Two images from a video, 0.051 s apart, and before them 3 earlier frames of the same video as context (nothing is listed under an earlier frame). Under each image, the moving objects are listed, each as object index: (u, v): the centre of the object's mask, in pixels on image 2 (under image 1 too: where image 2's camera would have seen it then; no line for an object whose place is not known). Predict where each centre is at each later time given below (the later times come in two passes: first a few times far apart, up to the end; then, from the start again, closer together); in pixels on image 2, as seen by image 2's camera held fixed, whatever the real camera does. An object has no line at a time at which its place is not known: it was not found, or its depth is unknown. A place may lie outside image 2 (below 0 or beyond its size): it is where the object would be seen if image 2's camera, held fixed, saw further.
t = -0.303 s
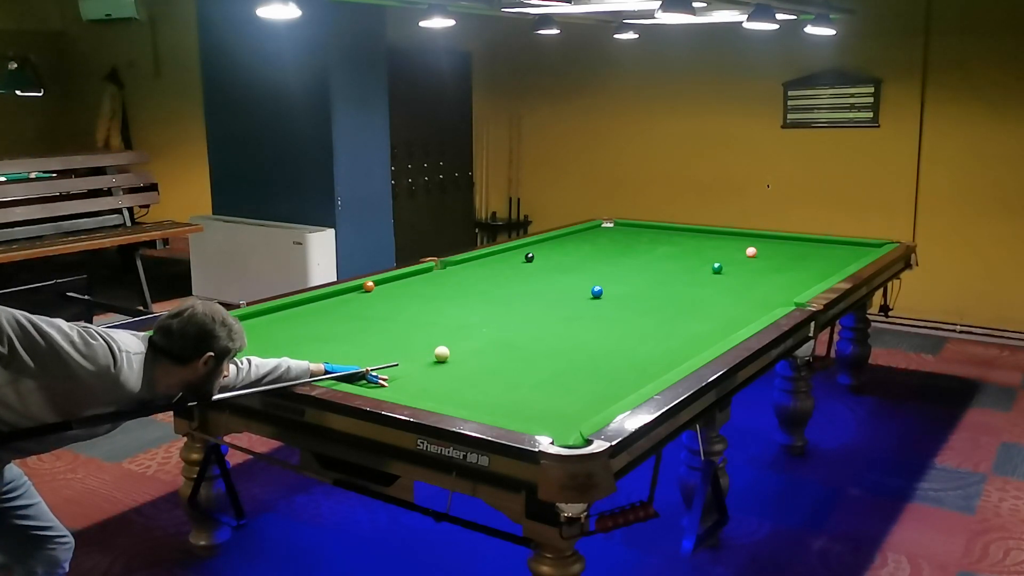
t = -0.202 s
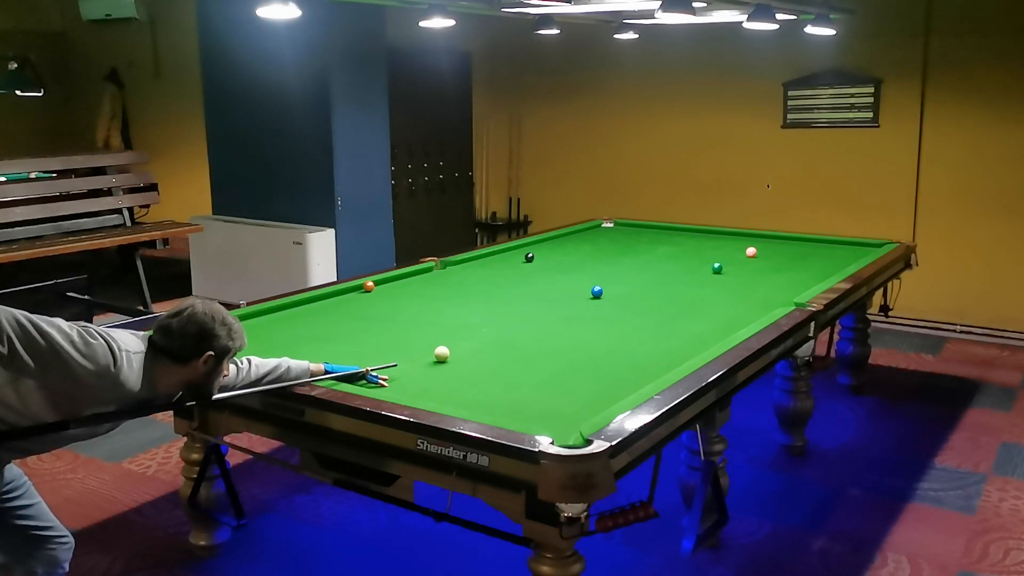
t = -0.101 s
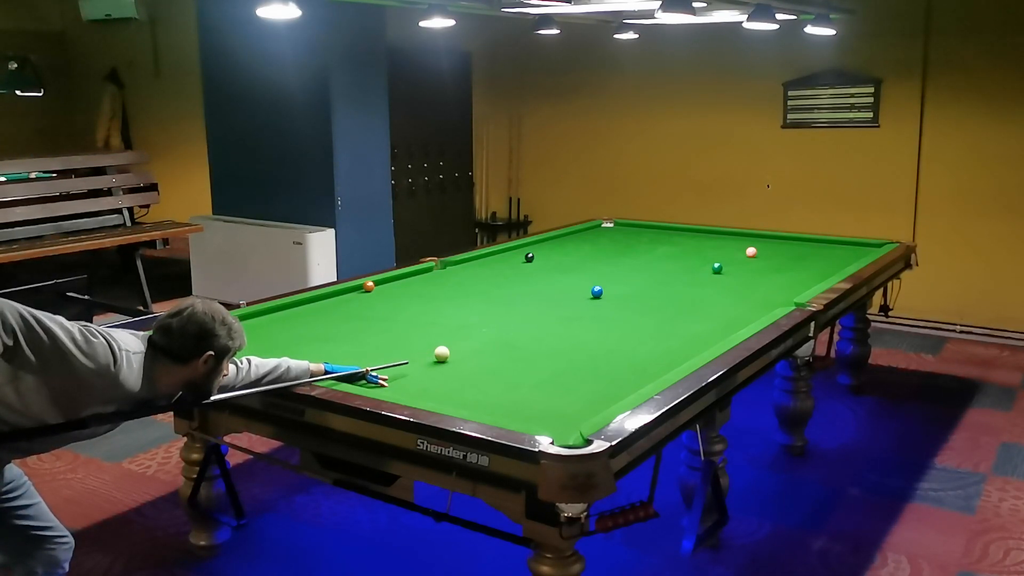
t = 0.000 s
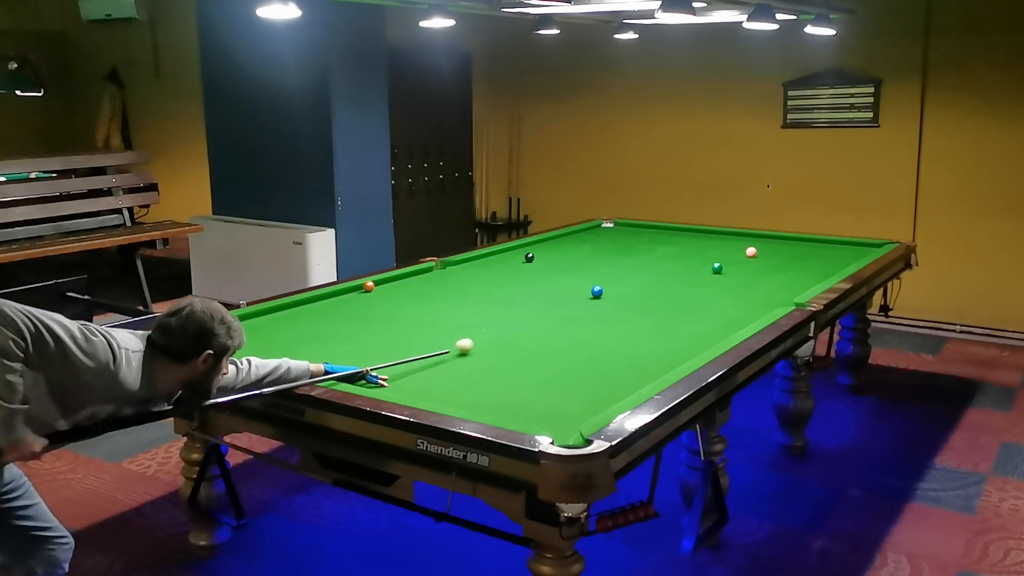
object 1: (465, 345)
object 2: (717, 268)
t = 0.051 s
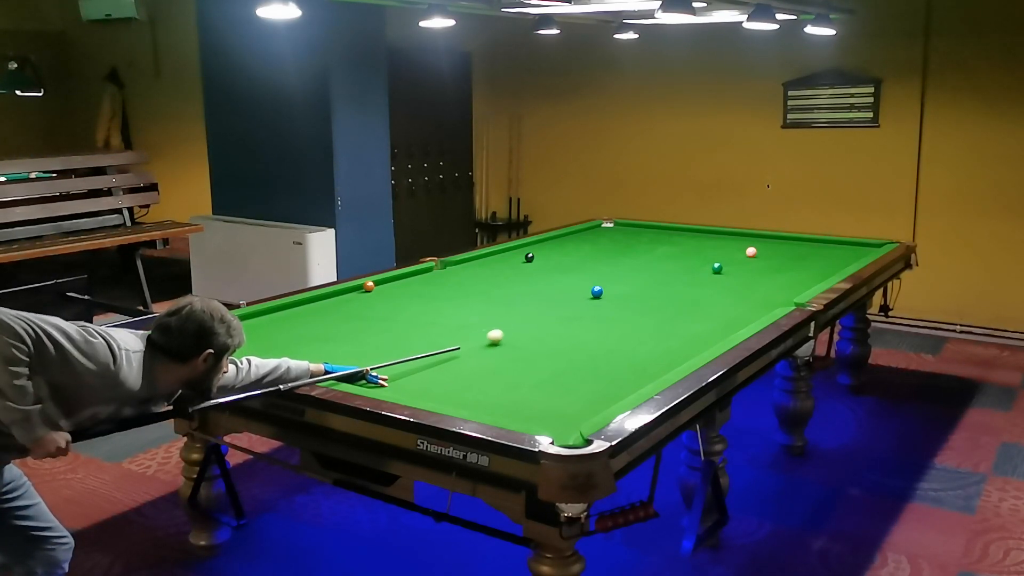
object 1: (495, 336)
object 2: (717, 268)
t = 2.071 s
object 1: (716, 240)
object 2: (848, 261)
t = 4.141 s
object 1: (678, 239)
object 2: (731, 301)
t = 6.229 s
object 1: (657, 242)
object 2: (624, 332)
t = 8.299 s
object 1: (657, 242)
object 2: (579, 345)
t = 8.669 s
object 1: (657, 242)
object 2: (579, 346)
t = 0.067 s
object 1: (504, 333)
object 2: (717, 268)
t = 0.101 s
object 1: (522, 327)
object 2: (717, 268)
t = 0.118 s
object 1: (531, 325)
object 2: (717, 268)
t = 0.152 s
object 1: (547, 320)
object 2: (717, 268)
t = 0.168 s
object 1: (555, 318)
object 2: (717, 268)
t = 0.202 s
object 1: (570, 313)
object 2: (717, 268)
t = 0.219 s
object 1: (577, 311)
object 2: (717, 268)
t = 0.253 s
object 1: (590, 306)
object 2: (717, 268)
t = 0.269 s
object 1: (596, 305)
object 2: (717, 268)
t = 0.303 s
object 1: (609, 301)
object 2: (717, 268)
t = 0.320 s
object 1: (615, 299)
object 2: (717, 268)
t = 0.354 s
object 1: (626, 295)
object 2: (717, 268)
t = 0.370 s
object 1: (631, 294)
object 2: (717, 268)
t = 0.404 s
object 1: (641, 291)
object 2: (717, 268)
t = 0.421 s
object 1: (646, 289)
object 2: (717, 268)
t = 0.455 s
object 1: (655, 286)
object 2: (717, 268)
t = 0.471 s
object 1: (660, 285)
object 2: (717, 268)
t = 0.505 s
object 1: (669, 282)
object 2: (717, 268)
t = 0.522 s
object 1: (673, 281)
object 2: (717, 268)
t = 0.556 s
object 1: (682, 278)
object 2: (717, 268)
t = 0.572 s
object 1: (686, 277)
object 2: (717, 268)
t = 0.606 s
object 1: (695, 274)
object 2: (717, 268)
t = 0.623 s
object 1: (699, 273)
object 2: (717, 268)
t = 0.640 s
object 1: (703, 271)
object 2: (717, 268)
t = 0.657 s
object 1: (707, 270)
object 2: (717, 268)
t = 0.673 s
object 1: (710, 269)
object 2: (718, 268)
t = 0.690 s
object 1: (709, 269)
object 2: (722, 267)
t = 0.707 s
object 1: (708, 268)
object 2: (727, 266)
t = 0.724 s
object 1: (707, 268)
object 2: (731, 265)
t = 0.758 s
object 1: (706, 268)
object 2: (740, 264)
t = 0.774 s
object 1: (705, 267)
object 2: (744, 263)
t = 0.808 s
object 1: (705, 267)
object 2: (752, 261)
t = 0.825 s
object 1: (704, 267)
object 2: (756, 260)
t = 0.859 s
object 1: (704, 266)
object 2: (763, 259)
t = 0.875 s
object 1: (704, 265)
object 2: (766, 258)
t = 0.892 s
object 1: (704, 265)
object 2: (770, 257)
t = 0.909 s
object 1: (704, 264)
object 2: (773, 257)
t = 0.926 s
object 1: (705, 264)
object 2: (776, 256)
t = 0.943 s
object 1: (705, 264)
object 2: (779, 256)
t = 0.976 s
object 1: (705, 263)
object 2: (785, 254)
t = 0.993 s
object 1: (705, 262)
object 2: (788, 254)
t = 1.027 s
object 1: (706, 261)
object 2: (794, 253)
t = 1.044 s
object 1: (706, 261)
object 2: (796, 252)
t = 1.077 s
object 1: (706, 260)
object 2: (802, 251)
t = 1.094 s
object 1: (707, 260)
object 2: (804, 250)
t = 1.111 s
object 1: (707, 259)
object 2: (807, 250)
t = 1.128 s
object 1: (707, 259)
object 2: (810, 249)
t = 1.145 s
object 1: (707, 259)
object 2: (812, 249)
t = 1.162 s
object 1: (707, 258)
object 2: (815, 248)
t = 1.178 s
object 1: (707, 258)
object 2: (817, 248)
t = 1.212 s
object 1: (708, 257)
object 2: (822, 247)
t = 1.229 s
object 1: (708, 256)
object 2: (824, 246)
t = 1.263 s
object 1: (708, 256)
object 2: (829, 245)
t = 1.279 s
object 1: (709, 255)
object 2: (832, 245)
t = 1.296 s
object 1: (709, 255)
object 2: (834, 245)
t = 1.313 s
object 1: (709, 255)
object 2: (836, 244)
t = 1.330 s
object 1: (709, 254)
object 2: (839, 244)
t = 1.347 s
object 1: (709, 254)
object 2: (841, 243)
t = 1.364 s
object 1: (709, 254)
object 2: (843, 242)
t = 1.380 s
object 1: (709, 253)
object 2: (845, 242)
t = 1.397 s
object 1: (710, 253)
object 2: (845, 243)
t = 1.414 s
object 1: (710, 253)
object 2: (845, 243)
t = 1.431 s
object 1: (710, 252)
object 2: (844, 244)
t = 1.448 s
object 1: (710, 252)
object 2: (844, 244)
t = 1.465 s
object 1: (710, 251)
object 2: (844, 245)
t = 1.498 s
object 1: (711, 251)
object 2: (844, 246)
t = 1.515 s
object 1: (711, 250)
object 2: (844, 246)
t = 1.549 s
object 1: (711, 250)
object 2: (845, 247)
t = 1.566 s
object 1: (711, 249)
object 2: (845, 247)
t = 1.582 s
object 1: (711, 249)
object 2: (845, 248)
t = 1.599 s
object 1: (712, 249)
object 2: (845, 248)
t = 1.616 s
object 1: (712, 248)
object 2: (845, 249)
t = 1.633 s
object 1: (712, 248)
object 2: (845, 249)
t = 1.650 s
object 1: (712, 248)
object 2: (845, 250)
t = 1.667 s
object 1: (712, 247)
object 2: (845, 250)
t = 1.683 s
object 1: (712, 247)
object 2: (845, 250)
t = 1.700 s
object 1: (713, 247)
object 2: (845, 251)
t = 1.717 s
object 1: (713, 246)
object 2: (845, 251)
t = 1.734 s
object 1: (713, 246)
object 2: (846, 252)
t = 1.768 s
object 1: (713, 246)
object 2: (846, 252)
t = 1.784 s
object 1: (713, 245)
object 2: (846, 253)
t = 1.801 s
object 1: (713, 245)
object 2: (846, 253)
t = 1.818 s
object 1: (714, 245)
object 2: (846, 254)
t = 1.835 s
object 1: (714, 244)
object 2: (846, 254)
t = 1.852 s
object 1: (714, 244)
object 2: (846, 255)
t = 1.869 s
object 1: (714, 244)
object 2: (847, 255)
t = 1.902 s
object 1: (714, 243)
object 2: (847, 256)
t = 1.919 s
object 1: (714, 243)
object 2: (847, 257)
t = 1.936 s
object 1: (715, 243)
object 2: (847, 257)
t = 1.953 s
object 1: (715, 242)
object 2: (847, 258)
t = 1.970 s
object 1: (715, 242)
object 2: (847, 258)
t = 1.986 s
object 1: (715, 242)
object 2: (847, 259)
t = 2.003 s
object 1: (715, 242)
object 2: (847, 259)
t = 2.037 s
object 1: (715, 241)
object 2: (847, 260)
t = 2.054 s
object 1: (716, 241)
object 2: (847, 260)
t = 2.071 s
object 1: (716, 240)
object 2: (848, 261)
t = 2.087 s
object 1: (716, 240)
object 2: (848, 261)
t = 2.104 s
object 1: (716, 240)
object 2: (847, 261)
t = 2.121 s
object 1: (716, 240)
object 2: (847, 262)
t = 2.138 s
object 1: (716, 239)
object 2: (848, 262)
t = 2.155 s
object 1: (716, 239)
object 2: (848, 262)
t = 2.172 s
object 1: (717, 239)
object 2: (848, 263)
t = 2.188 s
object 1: (717, 239)
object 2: (848, 263)
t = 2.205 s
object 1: (717, 238)
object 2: (848, 263)
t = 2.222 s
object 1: (717, 238)
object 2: (848, 263)
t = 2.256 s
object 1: (717, 238)
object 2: (846, 264)
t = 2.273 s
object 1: (717, 237)
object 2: (845, 265)
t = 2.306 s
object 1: (718, 237)
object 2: (844, 265)
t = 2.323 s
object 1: (718, 237)
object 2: (842, 266)
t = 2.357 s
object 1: (718, 236)
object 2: (841, 267)
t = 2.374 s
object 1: (718, 236)
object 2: (840, 267)
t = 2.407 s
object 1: (718, 235)
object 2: (838, 268)
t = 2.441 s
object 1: (718, 235)
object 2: (835, 269)
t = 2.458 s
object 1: (719, 235)
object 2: (834, 269)
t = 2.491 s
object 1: (719, 234)
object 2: (832, 270)
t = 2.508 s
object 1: (719, 234)
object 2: (832, 270)
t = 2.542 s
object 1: (719, 234)
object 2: (829, 271)
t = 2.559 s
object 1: (719, 233)
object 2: (829, 271)
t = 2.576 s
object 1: (720, 233)
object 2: (828, 272)
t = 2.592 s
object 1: (720, 233)
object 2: (827, 272)
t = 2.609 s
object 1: (720, 233)
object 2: (825, 273)
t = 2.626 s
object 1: (720, 232)
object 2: (824, 273)
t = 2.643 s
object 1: (720, 232)
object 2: (824, 273)
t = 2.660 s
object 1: (720, 232)
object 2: (823, 273)
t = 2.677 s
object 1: (720, 232)
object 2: (822, 274)
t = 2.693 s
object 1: (721, 232)
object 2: (820, 274)
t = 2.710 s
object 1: (721, 232)
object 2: (819, 274)
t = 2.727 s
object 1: (720, 232)
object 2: (818, 275)
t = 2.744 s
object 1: (719, 232)
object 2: (817, 275)
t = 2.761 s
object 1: (719, 232)
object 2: (816, 275)
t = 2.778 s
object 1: (718, 232)
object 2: (815, 276)
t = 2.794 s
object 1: (717, 232)
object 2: (814, 276)
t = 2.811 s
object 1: (717, 232)
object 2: (813, 276)
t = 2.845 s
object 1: (716, 232)
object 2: (811, 277)
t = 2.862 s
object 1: (715, 232)
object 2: (810, 277)
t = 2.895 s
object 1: (714, 232)
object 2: (808, 278)
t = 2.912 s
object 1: (713, 233)
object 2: (807, 278)
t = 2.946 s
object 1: (712, 233)
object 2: (805, 279)
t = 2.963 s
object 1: (711, 233)
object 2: (804, 279)
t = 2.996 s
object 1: (710, 233)
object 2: (801, 280)
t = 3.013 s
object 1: (710, 233)
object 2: (800, 280)
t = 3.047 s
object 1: (708, 233)
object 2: (799, 281)
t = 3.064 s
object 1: (708, 233)
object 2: (797, 281)
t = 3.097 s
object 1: (707, 234)
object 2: (795, 282)
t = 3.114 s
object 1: (706, 234)
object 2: (794, 282)
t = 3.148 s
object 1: (705, 234)
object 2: (792, 283)
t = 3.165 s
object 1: (704, 234)
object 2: (791, 283)
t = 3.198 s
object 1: (704, 234)
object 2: (789, 284)
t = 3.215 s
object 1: (703, 234)
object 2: (788, 284)
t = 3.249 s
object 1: (702, 234)
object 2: (786, 285)
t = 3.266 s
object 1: (701, 234)
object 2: (785, 285)
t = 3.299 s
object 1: (700, 235)
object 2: (783, 286)
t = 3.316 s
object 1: (700, 235)
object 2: (782, 286)
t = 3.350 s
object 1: (699, 235)
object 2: (780, 286)
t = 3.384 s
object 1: (698, 235)
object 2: (777, 287)
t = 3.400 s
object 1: (697, 235)
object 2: (777, 287)
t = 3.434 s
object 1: (696, 235)
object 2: (774, 288)
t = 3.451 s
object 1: (696, 235)
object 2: (773, 289)
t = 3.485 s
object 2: (771, 289)
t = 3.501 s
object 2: (770, 289)
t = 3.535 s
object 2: (768, 290)
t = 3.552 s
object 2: (767, 290)
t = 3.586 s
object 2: (768, 289)
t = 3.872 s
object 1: (684, 237)
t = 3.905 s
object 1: (684, 237)
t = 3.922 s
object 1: (683, 237)
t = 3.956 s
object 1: (682, 238)
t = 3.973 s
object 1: (682, 238)
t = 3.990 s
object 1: (682, 238)
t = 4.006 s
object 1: (681, 238)
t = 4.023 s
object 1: (681, 238)
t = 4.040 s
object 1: (680, 238)
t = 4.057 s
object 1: (680, 238)
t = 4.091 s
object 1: (679, 238)
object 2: (733, 300)
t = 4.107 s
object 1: (679, 238)
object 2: (733, 300)
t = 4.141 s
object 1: (678, 239)
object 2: (731, 301)
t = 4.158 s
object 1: (678, 239)
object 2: (730, 301)
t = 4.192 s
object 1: (677, 239)
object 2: (728, 302)
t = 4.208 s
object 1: (677, 239)
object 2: (727, 302)
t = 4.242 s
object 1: (676, 239)
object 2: (725, 303)
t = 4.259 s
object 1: (675, 239)
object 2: (724, 303)
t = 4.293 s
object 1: (675, 239)
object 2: (722, 304)
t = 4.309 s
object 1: (675, 239)
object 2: (721, 304)
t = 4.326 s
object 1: (674, 239)
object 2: (720, 304)
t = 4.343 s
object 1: (674, 239)
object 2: (719, 304)
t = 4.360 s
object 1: (674, 239)
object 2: (718, 305)
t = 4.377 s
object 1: (673, 239)
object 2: (717, 305)
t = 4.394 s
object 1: (673, 239)
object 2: (716, 305)
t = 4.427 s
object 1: (672, 240)
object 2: (714, 306)
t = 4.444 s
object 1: (672, 240)
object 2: (713, 306)
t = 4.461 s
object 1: (672, 240)
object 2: (712, 306)
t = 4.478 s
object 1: (671, 240)
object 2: (711, 307)
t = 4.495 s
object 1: (671, 240)
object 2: (710, 307)
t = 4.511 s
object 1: (671, 240)
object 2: (709, 307)
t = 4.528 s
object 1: (671, 240)
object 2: (708, 308)
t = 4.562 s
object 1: (670, 240)
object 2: (706, 308)
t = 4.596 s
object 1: (669, 240)
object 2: (704, 309)
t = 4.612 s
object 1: (669, 240)
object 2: (703, 309)
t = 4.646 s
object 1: (669, 240)
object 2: (701, 309)
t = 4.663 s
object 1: (668, 240)
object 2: (701, 310)
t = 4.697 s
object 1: (668, 240)
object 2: (698, 310)
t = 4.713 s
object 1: (667, 240)
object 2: (698, 311)
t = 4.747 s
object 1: (667, 240)
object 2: (696, 311)
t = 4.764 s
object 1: (667, 240)
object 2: (695, 311)
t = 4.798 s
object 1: (666, 241)
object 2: (693, 312)
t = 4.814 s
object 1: (666, 241)
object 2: (692, 312)
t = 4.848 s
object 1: (665, 241)
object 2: (690, 313)
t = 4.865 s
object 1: (665, 241)
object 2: (689, 313)
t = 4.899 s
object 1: (665, 241)
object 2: (687, 314)
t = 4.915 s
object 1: (664, 241)
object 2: (686, 314)
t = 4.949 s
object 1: (664, 241)
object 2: (684, 314)
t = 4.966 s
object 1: (664, 241)
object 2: (684, 315)
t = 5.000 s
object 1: (663, 241)
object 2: (682, 315)
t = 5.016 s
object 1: (663, 241)
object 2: (681, 315)
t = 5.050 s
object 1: (663, 241)
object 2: (679, 316)
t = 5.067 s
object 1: (663, 241)
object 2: (678, 316)
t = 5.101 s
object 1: (662, 241)
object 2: (676, 317)
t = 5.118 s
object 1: (662, 241)
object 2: (675, 317)
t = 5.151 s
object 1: (662, 241)
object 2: (674, 317)
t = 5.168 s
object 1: (661, 241)
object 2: (673, 318)
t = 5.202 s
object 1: (661, 241)
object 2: (671, 318)
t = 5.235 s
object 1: (661, 241)
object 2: (669, 319)
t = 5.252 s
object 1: (660, 241)
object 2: (668, 319)
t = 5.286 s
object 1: (660, 242)
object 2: (667, 319)
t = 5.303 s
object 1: (660, 241)
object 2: (666, 320)
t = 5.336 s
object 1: (660, 242)
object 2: (664, 320)
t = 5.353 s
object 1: (660, 242)
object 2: (663, 320)
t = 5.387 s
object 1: (659, 242)
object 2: (661, 321)
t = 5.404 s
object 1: (659, 242)
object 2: (661, 321)
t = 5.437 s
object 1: (659, 242)
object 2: (659, 322)
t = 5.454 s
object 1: (659, 242)
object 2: (658, 322)
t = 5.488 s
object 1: (659, 242)
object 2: (657, 322)
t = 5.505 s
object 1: (659, 242)
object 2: (656, 323)
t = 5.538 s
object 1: (658, 242)
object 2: (654, 323)
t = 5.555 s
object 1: (658, 242)
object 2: (653, 323)
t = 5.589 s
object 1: (658, 242)
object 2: (652, 324)
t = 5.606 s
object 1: (658, 242)
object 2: (651, 324)
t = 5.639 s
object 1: (658, 242)
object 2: (649, 325)
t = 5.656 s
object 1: (658, 242)
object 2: (648, 325)
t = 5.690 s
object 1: (658, 242)
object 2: (647, 325)
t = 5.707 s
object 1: (658, 242)
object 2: (646, 326)
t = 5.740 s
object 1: (657, 242)
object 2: (645, 326)
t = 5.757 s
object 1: (657, 242)
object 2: (644, 326)
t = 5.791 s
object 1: (657, 242)
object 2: (642, 327)
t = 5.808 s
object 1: (657, 242)
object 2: (641, 327)
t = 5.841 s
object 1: (657, 242)
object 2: (640, 327)
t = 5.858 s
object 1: (657, 242)
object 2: (639, 327)
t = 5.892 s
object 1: (657, 242)
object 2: (638, 328)
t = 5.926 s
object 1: (657, 242)
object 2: (636, 328)
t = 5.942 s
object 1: (657, 242)
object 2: (635, 329)
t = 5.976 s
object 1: (657, 242)
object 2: (634, 329)
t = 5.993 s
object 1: (657, 242)
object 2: (633, 329)
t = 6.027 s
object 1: (657, 242)
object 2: (632, 330)
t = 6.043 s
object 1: (657, 242)
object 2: (631, 330)
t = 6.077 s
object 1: (657, 242)
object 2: (630, 330)
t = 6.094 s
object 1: (657, 242)
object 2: (629, 330)
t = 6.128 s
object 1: (657, 242)
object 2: (628, 331)
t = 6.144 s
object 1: (657, 242)
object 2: (627, 331)
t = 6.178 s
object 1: (657, 242)
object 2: (626, 331)
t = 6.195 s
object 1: (657, 242)
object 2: (625, 332)
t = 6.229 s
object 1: (657, 242)
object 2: (624, 332)
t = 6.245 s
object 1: (657, 242)
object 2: (623, 332)
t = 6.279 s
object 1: (657, 242)
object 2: (622, 333)
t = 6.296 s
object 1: (657, 242)
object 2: (621, 333)
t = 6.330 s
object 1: (657, 242)
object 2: (620, 333)
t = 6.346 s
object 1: (657, 242)
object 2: (619, 333)
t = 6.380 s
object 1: (657, 242)
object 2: (618, 334)
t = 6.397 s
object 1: (657, 242)
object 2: (617, 334)
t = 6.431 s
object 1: (657, 242)
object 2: (616, 334)
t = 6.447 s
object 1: (657, 242)
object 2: (616, 335)
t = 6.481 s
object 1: (657, 242)
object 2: (614, 335)
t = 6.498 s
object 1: (657, 242)
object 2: (614, 335)
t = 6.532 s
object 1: (657, 242)
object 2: (613, 335)
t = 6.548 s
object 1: (657, 242)
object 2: (612, 336)
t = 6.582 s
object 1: (657, 242)
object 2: (611, 336)
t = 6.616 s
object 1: (657, 242)
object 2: (610, 336)
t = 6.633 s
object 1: (657, 242)
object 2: (609, 336)
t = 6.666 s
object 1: (657, 242)
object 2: (608, 337)
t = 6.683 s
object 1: (657, 242)
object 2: (608, 337)
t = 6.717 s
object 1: (657, 242)
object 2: (607, 337)
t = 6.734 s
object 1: (657, 242)
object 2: (606, 337)
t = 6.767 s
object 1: (657, 242)
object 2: (605, 338)
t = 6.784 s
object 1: (657, 242)
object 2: (604, 338)
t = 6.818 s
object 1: (657, 242)
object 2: (603, 338)
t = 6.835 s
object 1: (657, 242)
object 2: (603, 338)
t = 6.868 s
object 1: (657, 242)
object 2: (602, 339)
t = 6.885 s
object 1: (657, 242)
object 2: (601, 339)
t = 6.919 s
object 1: (657, 242)
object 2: (600, 339)
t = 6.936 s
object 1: (657, 242)
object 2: (600, 339)
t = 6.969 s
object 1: (657, 242)
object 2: (599, 340)
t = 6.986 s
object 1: (657, 242)
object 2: (598, 340)
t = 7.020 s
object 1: (657, 242)
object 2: (597, 340)
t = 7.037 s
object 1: (657, 242)
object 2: (597, 340)
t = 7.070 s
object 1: (657, 242)
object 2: (596, 340)
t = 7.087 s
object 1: (657, 242)
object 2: (596, 340)
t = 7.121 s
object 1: (657, 242)
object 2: (595, 341)
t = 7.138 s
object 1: (657, 242)
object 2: (594, 341)
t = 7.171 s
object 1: (657, 242)
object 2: (594, 341)
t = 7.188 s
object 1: (657, 242)
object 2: (593, 341)
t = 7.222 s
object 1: (657, 242)
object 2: (592, 342)
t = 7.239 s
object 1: (657, 242)
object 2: (592, 342)
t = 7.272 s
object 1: (657, 242)
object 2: (591, 342)
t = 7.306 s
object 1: (657, 242)
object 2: (590, 342)
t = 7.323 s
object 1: (657, 242)
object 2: (590, 342)
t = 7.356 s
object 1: (657, 242)
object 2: (589, 342)
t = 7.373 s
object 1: (657, 242)
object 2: (589, 343)
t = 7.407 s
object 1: (657, 242)
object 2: (588, 343)
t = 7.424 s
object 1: (657, 242)
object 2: (588, 343)
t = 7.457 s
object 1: (657, 242)
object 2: (587, 343)
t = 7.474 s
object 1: (657, 242)
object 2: (587, 343)
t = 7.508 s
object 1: (657, 242)
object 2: (586, 343)
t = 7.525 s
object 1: (657, 242)
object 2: (586, 343)
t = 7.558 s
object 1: (657, 242)
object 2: (585, 343)
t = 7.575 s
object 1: (657, 242)
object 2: (585, 343)
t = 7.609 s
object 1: (657, 242)
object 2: (585, 344)
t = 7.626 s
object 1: (657, 242)
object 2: (584, 344)
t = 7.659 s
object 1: (657, 242)
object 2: (584, 344)
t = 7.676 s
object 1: (657, 242)
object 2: (584, 344)
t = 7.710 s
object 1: (657, 242)
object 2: (583, 344)
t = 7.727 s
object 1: (657, 242)
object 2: (583, 344)
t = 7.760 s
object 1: (657, 242)
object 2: (582, 344)
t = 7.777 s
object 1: (657, 242)
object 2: (582, 344)
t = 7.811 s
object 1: (657, 242)
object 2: (582, 344)
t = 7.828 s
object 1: (657, 242)
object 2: (581, 344)
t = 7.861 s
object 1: (657, 242)
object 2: (581, 345)
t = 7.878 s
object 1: (657, 242)
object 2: (581, 345)
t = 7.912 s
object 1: (657, 242)
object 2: (580, 345)
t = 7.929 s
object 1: (657, 242)
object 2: (580, 345)
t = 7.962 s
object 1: (657, 242)
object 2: (580, 345)
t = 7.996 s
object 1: (657, 242)
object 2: (580, 345)
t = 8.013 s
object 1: (657, 242)
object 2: (580, 345)
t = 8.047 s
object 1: (657, 242)
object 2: (579, 345)
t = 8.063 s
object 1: (657, 242)
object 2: (579, 345)
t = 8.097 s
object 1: (657, 242)
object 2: (579, 345)
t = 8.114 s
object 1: (657, 242)
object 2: (579, 345)
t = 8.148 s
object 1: (657, 242)
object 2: (579, 345)
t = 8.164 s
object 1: (657, 242)
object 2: (579, 345)
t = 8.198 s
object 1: (657, 242)
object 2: (579, 345)
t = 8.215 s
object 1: (657, 242)
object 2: (579, 345)
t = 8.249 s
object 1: (657, 242)
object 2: (579, 345)
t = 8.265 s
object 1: (657, 242)
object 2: (579, 345)
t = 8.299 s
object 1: (657, 242)
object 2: (579, 345)
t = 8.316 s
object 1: (657, 242)
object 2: (579, 345)
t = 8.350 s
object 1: (657, 242)
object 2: (578, 346)
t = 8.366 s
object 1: (657, 242)
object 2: (578, 346)
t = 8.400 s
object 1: (657, 242)
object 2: (578, 346)
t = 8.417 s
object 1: (657, 242)
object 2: (578, 346)
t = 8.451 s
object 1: (657, 242)
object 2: (578, 346)
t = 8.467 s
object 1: (657, 242)
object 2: (578, 346)
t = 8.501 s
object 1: (657, 242)
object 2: (579, 346)
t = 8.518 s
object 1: (657, 242)
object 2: (578, 346)
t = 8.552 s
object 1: (657, 242)
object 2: (579, 346)
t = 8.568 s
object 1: (657, 242)
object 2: (579, 346)
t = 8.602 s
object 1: (657, 242)
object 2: (579, 346)
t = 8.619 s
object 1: (657, 242)
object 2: (579, 346)
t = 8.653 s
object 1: (657, 242)
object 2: (579, 346)
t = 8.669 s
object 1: (657, 242)
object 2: (579, 346)
